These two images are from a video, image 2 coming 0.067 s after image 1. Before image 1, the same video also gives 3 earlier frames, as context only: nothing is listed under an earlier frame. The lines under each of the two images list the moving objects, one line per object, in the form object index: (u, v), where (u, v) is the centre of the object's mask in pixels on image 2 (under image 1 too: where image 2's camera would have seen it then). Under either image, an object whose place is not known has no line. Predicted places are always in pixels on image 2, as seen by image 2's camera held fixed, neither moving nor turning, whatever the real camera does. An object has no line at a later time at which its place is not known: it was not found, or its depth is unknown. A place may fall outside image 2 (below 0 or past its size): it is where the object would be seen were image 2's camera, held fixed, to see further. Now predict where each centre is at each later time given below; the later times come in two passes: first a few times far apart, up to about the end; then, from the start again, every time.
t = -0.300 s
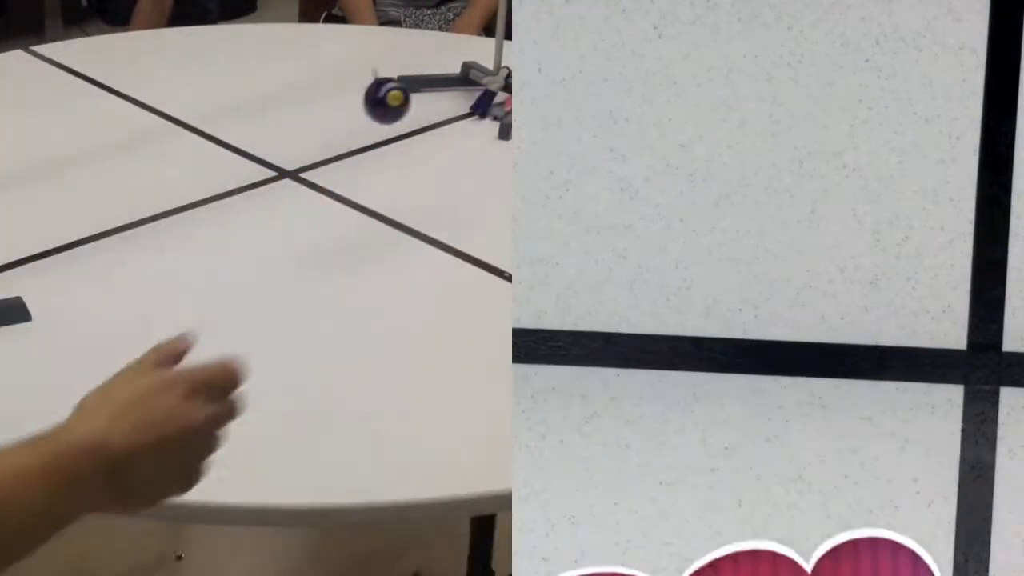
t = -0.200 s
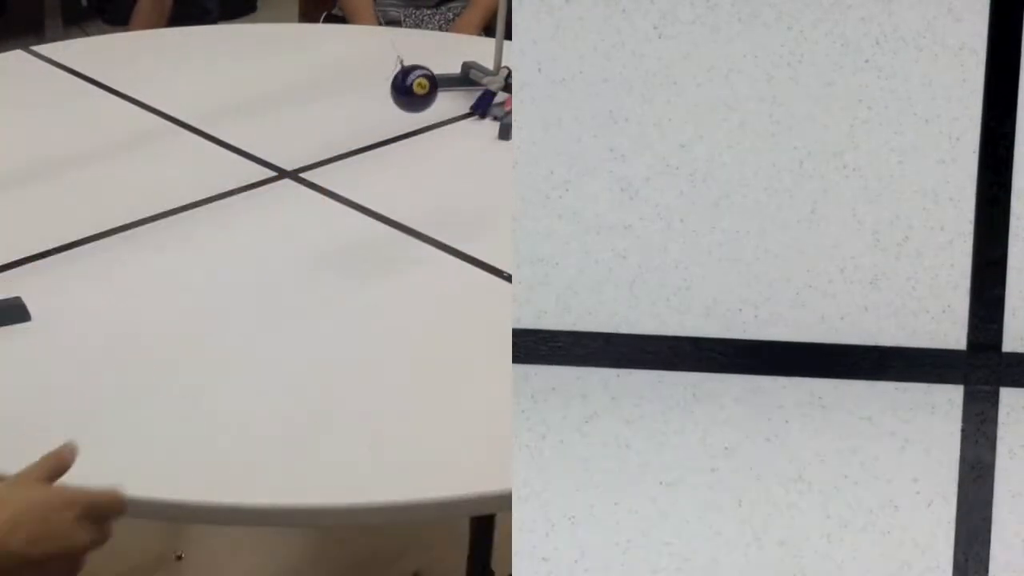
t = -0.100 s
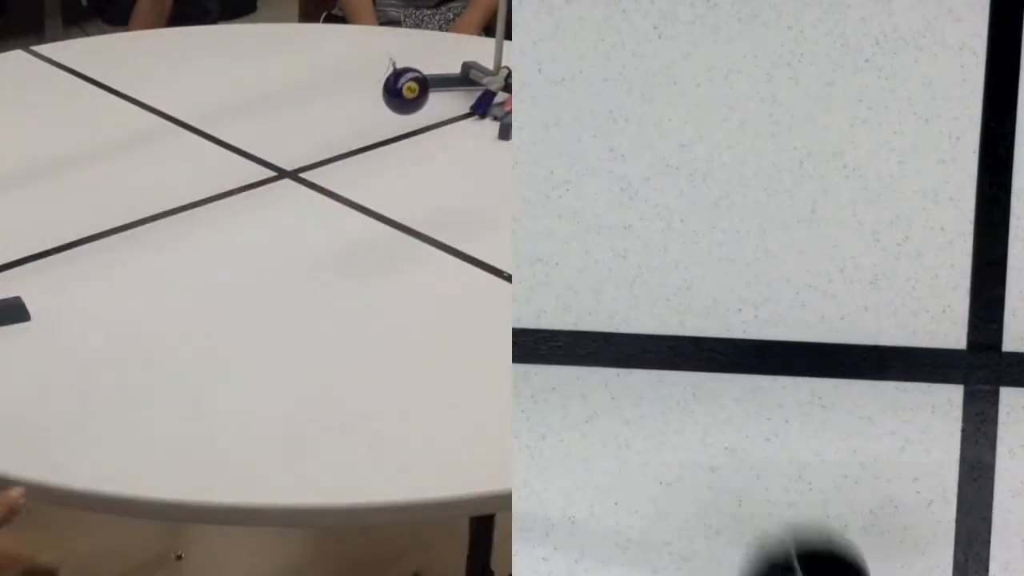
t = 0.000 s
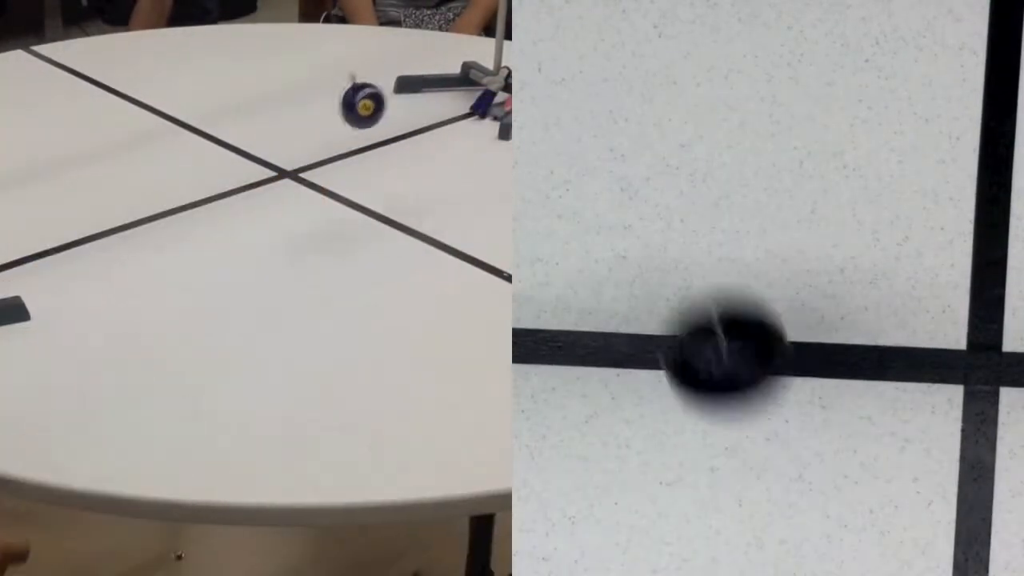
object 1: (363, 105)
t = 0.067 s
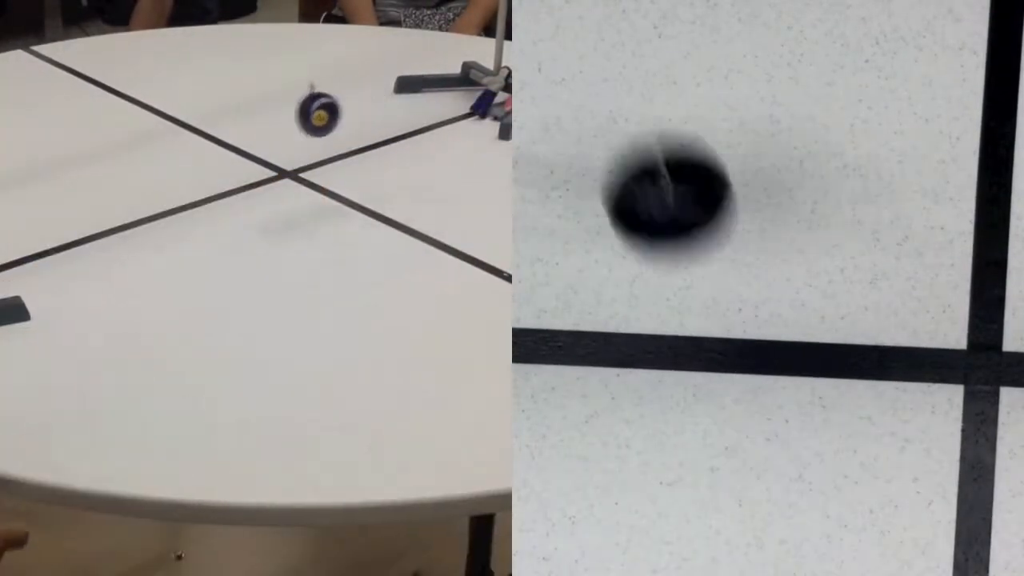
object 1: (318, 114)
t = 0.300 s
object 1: (132, 88)
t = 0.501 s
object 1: (33, 32)
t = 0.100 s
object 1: (293, 116)
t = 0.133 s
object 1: (266, 117)
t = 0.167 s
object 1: (238, 115)
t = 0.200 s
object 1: (211, 111)
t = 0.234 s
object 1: (184, 105)
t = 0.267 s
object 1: (158, 97)
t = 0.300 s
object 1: (132, 88)
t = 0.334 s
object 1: (110, 78)
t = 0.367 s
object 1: (89, 67)
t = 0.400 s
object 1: (71, 57)
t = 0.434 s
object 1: (56, 48)
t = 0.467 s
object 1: (43, 39)
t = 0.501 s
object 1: (33, 32)
